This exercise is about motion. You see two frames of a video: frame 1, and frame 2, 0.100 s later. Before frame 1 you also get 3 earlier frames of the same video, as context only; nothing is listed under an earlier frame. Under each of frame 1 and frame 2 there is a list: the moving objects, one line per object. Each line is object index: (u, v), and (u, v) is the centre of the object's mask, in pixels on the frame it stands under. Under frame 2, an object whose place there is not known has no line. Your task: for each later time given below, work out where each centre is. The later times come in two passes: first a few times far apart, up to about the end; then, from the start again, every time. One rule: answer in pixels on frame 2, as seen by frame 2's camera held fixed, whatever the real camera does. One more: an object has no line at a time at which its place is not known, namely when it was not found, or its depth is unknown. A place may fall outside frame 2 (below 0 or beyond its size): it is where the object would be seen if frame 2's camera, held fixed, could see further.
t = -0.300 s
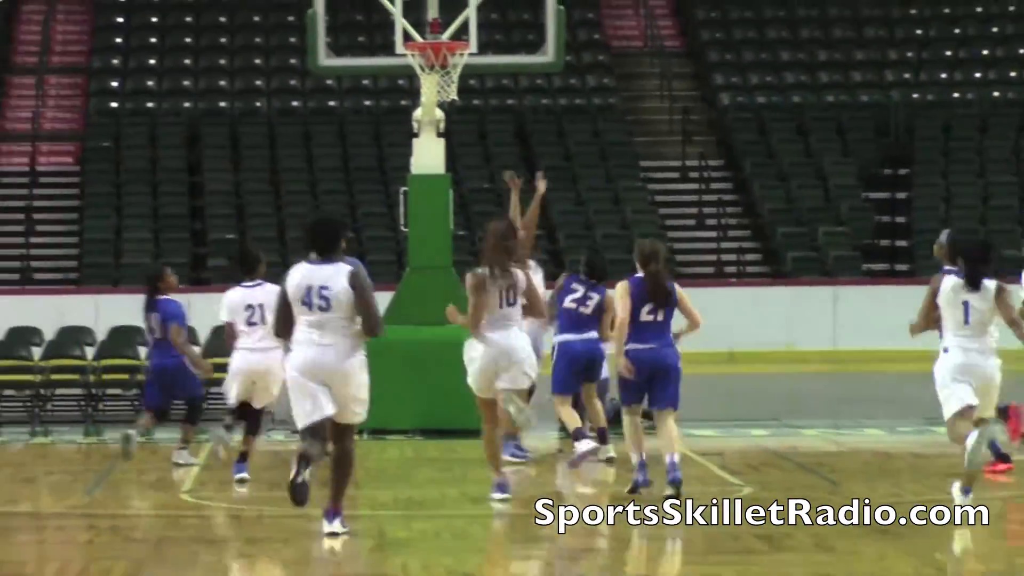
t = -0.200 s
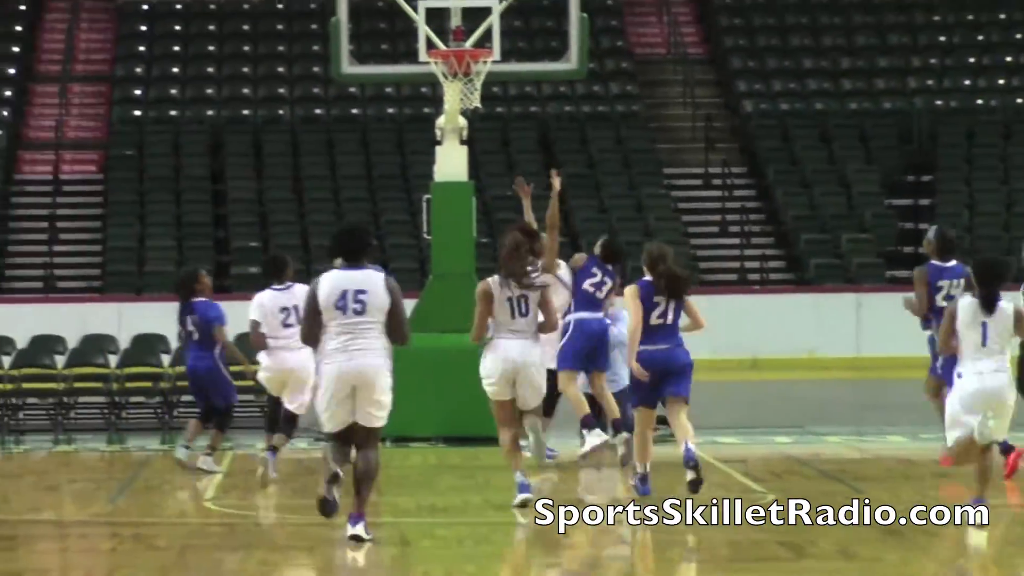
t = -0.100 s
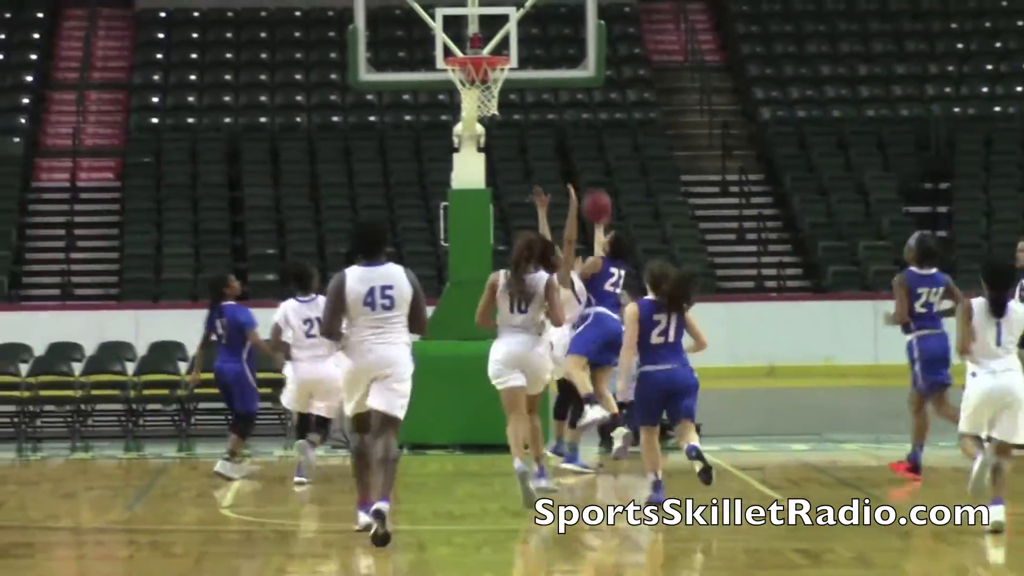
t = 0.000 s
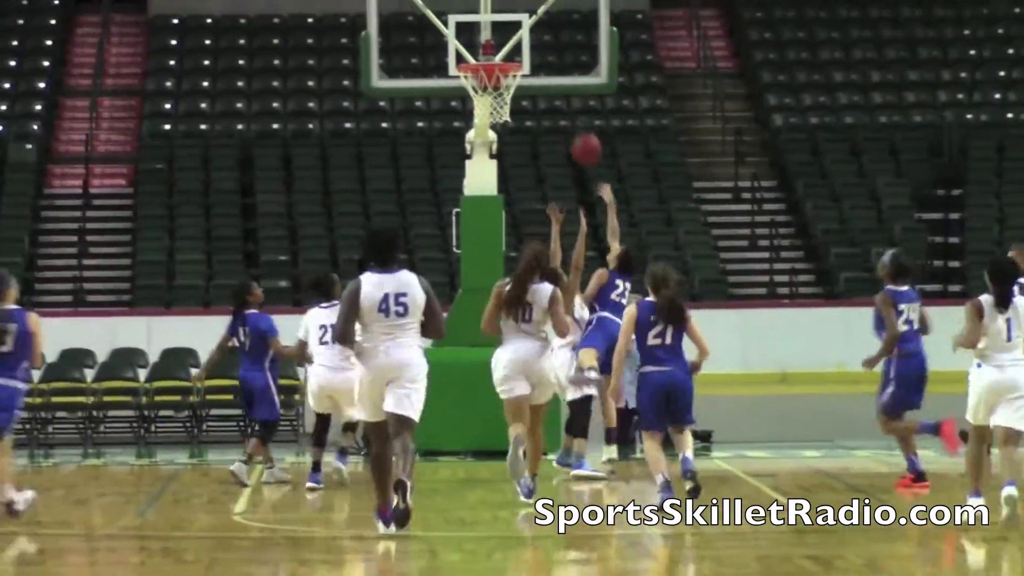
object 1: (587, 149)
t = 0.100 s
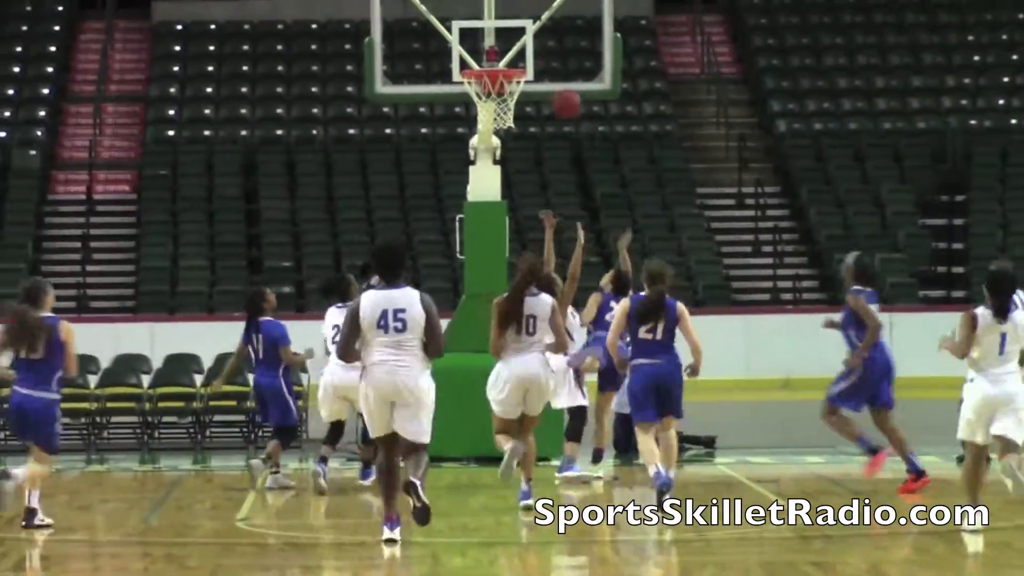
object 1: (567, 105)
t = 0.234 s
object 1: (537, 58)
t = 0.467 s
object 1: (508, 35)
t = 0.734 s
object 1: (493, 93)
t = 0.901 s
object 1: (506, 165)
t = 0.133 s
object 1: (559, 90)
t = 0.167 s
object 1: (552, 78)
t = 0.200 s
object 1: (546, 68)
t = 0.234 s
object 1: (537, 58)
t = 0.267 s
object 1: (533, 51)
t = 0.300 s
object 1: (528, 44)
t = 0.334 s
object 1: (524, 40)
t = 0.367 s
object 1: (520, 36)
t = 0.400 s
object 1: (516, 35)
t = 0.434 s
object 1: (512, 35)
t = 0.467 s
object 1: (508, 35)
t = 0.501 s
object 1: (504, 38)
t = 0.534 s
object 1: (500, 42)
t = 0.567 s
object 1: (496, 47)
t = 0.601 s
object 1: (493, 54)
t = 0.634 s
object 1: (489, 59)
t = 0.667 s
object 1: (488, 58)
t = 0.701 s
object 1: (484, 89)
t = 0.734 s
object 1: (493, 93)
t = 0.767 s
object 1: (498, 111)
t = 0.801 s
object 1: (500, 119)
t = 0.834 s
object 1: (501, 136)
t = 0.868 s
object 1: (503, 148)
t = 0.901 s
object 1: (506, 165)
